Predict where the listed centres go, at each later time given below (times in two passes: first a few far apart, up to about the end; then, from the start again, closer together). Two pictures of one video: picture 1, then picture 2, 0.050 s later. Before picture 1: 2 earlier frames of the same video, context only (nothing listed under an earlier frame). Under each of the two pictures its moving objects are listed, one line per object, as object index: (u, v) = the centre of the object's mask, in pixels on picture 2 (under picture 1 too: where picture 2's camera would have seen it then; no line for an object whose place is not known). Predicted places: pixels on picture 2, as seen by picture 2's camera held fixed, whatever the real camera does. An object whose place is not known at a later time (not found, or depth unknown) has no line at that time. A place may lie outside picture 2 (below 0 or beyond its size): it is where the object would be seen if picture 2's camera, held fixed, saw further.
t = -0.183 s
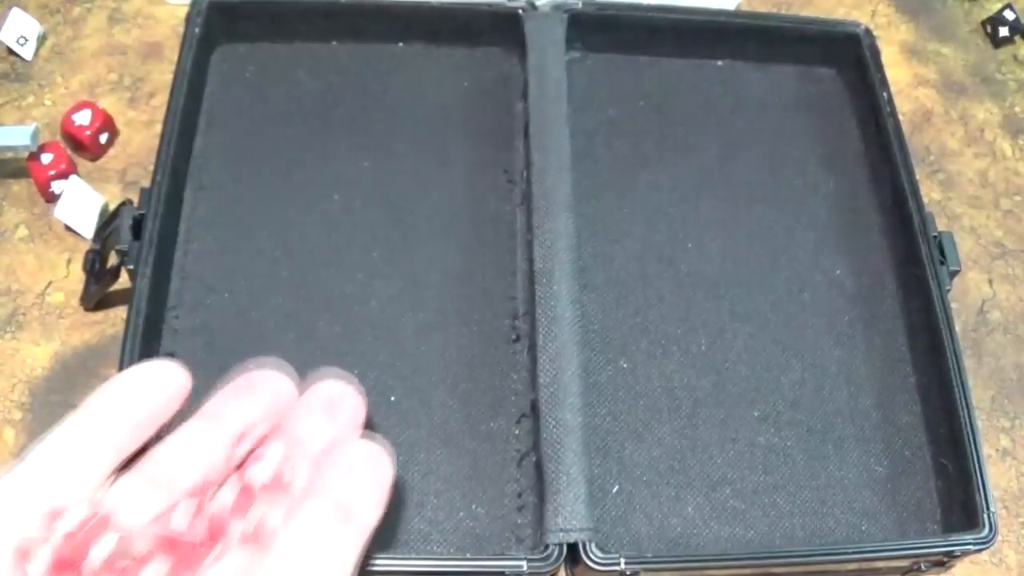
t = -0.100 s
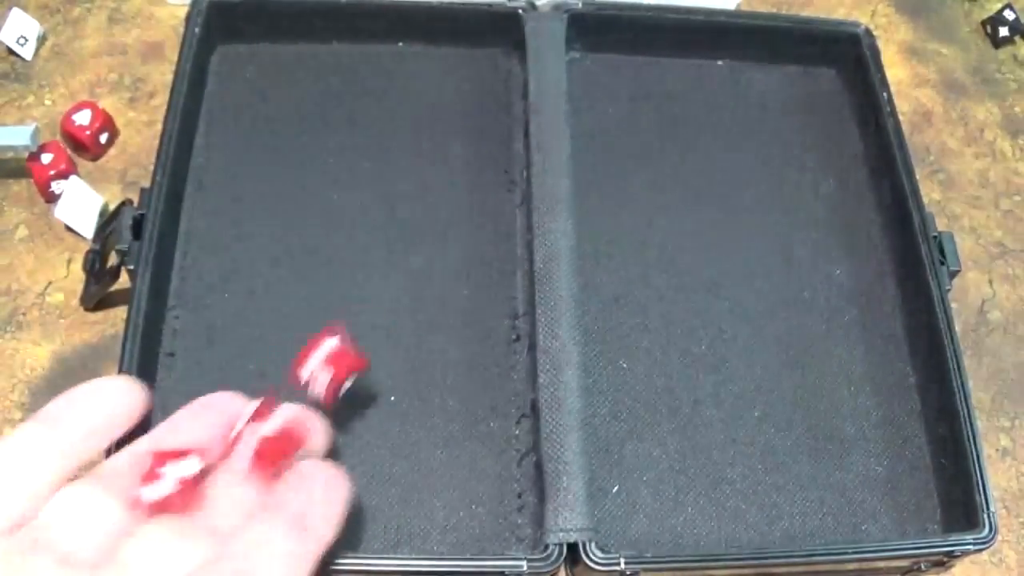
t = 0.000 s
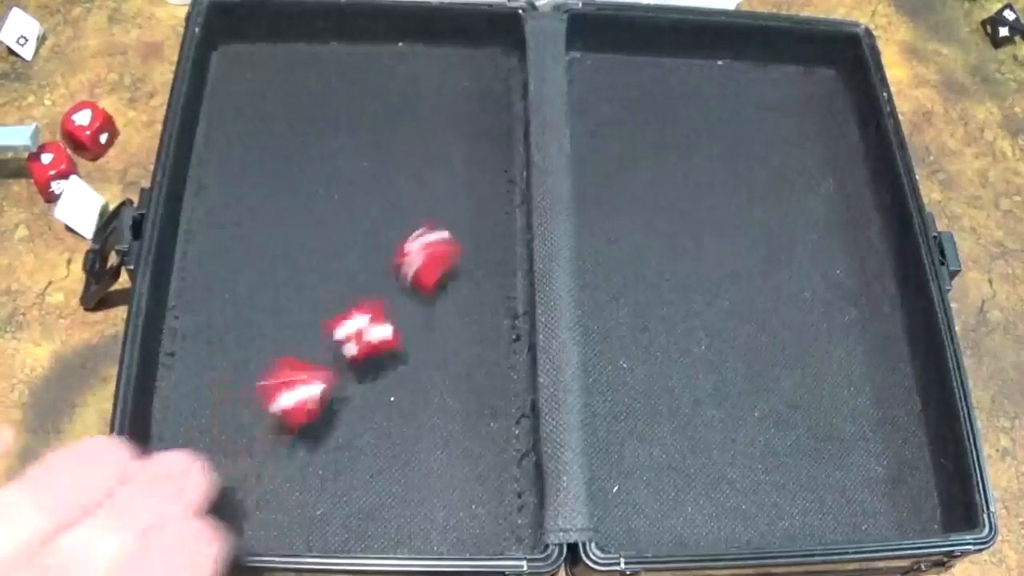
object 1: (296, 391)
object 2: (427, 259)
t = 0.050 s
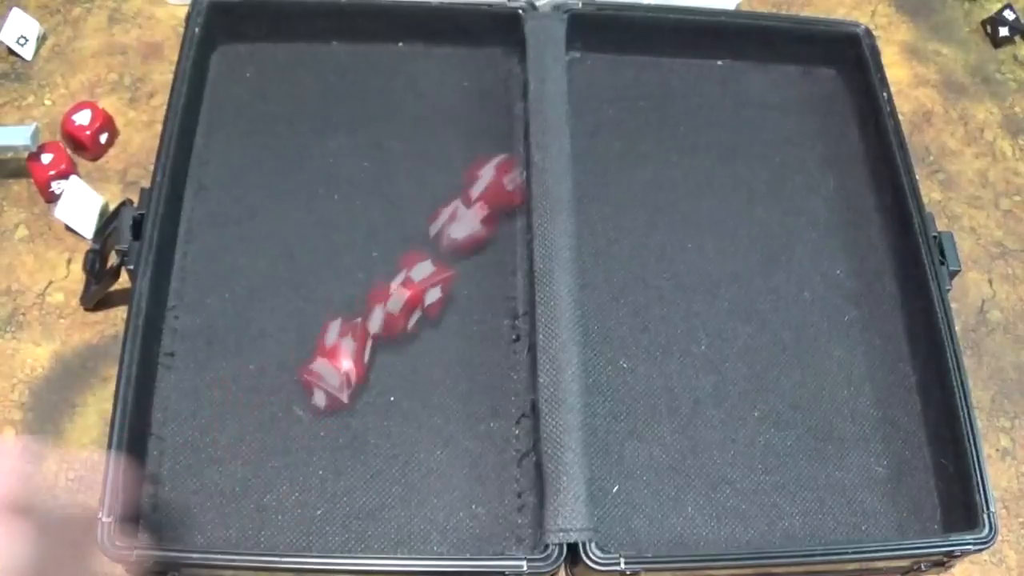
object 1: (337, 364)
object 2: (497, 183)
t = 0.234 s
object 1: (396, 261)
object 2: (429, 96)
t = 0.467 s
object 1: (400, 257)
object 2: (424, 96)
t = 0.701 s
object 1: (400, 258)
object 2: (424, 96)
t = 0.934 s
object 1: (400, 258)
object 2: (424, 96)
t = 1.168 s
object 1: (400, 257)
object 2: (424, 96)
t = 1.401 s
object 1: (400, 257)
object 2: (424, 96)
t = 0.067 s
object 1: (344, 348)
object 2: (496, 186)
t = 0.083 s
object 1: (349, 333)
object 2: (495, 173)
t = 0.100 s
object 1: (354, 319)
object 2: (495, 160)
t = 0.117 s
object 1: (359, 308)
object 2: (483, 148)
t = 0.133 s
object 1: (365, 298)
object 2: (470, 137)
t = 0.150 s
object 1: (370, 290)
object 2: (461, 127)
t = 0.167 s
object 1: (376, 283)
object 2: (454, 118)
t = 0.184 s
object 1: (382, 275)
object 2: (448, 112)
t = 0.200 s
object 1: (389, 270)
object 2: (440, 105)
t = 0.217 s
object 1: (392, 265)
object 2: (434, 99)
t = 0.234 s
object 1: (396, 261)
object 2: (429, 96)
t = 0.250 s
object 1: (398, 259)
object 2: (427, 93)
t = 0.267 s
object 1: (400, 257)
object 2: (423, 92)
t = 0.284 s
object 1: (400, 258)
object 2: (423, 92)
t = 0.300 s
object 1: (400, 257)
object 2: (422, 93)
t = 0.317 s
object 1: (400, 257)
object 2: (423, 94)
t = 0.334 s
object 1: (400, 257)
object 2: (424, 96)
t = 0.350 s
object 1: (400, 257)
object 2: (424, 96)
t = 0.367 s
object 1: (400, 257)
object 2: (424, 96)
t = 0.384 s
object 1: (400, 257)
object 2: (424, 96)
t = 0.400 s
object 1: (400, 258)
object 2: (424, 96)
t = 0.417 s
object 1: (400, 257)
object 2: (424, 96)
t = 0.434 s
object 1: (400, 257)
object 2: (424, 96)
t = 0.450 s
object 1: (400, 257)
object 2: (424, 96)
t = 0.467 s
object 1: (400, 257)
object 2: (424, 96)
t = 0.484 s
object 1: (400, 257)
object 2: (424, 96)
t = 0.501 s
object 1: (400, 258)
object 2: (424, 96)
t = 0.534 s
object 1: (400, 257)
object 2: (424, 96)
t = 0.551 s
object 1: (400, 258)
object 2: (424, 96)
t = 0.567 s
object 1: (400, 258)
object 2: (424, 96)
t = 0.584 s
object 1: (400, 258)
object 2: (424, 96)
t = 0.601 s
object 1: (400, 258)
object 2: (424, 96)
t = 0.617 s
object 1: (400, 258)
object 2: (424, 96)
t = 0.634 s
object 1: (400, 258)
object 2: (424, 96)
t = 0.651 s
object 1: (400, 257)
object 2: (424, 96)
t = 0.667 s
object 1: (400, 258)
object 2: (424, 96)
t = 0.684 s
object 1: (400, 258)
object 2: (424, 96)
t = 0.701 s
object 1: (400, 258)
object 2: (424, 96)
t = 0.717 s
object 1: (400, 258)
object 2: (424, 96)
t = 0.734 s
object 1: (400, 258)
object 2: (424, 96)
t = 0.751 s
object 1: (400, 258)
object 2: (424, 96)
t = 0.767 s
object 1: (400, 258)
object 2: (424, 96)
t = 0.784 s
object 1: (400, 257)
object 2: (424, 96)
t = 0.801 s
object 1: (400, 258)
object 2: (424, 96)
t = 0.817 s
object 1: (400, 258)
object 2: (424, 96)
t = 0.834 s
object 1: (400, 258)
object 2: (424, 96)
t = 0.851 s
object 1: (400, 258)
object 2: (424, 96)
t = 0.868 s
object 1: (400, 258)
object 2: (424, 96)
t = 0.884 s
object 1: (400, 258)
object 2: (424, 96)
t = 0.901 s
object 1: (400, 258)
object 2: (424, 96)
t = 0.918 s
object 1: (400, 258)
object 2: (424, 96)
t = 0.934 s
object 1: (400, 258)
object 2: (424, 96)
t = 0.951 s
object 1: (400, 258)
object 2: (424, 96)
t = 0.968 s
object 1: (400, 258)
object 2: (424, 96)
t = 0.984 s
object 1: (400, 258)
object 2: (424, 96)
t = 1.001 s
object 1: (400, 258)
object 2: (424, 96)
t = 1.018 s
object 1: (400, 258)
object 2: (424, 96)
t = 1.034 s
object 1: (400, 257)
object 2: (424, 96)
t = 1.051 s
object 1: (400, 258)
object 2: (424, 96)
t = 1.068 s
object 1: (400, 258)
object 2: (424, 96)
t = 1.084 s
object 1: (400, 258)
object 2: (424, 96)
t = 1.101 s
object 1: (400, 257)
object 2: (424, 96)
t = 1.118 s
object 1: (400, 258)
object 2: (424, 96)
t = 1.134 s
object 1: (400, 257)
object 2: (424, 96)
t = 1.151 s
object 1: (400, 258)
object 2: (424, 96)
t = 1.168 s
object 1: (400, 257)
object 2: (424, 96)
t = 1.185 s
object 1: (400, 258)
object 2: (424, 96)
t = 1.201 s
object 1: (400, 258)
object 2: (424, 96)
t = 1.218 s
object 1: (400, 258)
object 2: (424, 96)
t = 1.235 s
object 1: (400, 258)
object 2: (424, 96)
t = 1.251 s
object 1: (400, 257)
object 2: (424, 96)
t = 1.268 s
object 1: (400, 258)
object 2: (424, 96)
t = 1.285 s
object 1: (400, 258)
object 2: (424, 96)
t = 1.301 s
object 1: (400, 257)
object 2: (424, 96)
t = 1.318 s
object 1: (400, 258)
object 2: (424, 96)
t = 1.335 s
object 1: (400, 258)
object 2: (424, 96)
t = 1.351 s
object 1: (400, 257)
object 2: (424, 96)
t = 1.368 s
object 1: (400, 257)
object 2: (424, 96)
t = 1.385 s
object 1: (400, 257)
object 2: (424, 96)
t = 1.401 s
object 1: (400, 257)
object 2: (424, 96)
